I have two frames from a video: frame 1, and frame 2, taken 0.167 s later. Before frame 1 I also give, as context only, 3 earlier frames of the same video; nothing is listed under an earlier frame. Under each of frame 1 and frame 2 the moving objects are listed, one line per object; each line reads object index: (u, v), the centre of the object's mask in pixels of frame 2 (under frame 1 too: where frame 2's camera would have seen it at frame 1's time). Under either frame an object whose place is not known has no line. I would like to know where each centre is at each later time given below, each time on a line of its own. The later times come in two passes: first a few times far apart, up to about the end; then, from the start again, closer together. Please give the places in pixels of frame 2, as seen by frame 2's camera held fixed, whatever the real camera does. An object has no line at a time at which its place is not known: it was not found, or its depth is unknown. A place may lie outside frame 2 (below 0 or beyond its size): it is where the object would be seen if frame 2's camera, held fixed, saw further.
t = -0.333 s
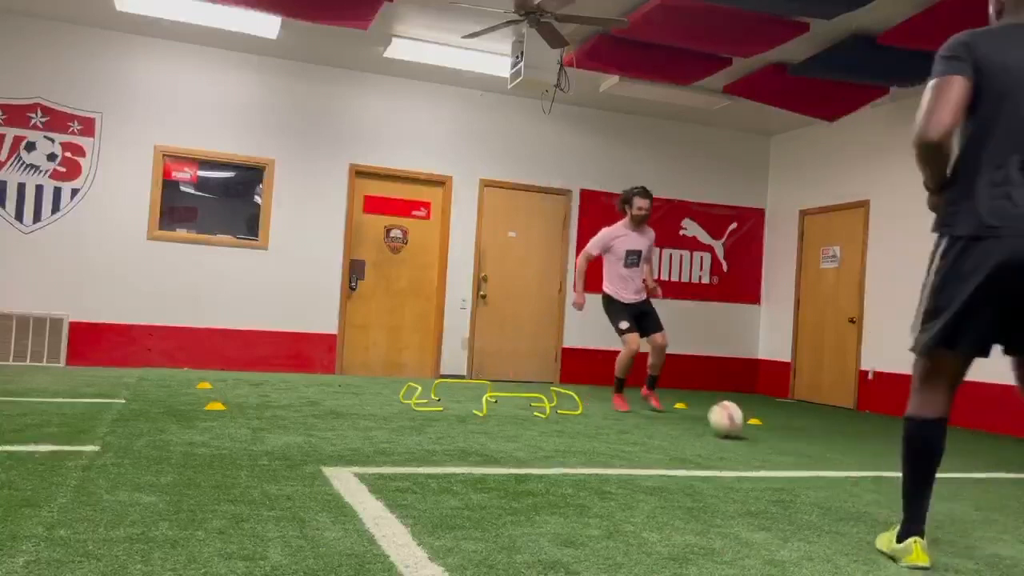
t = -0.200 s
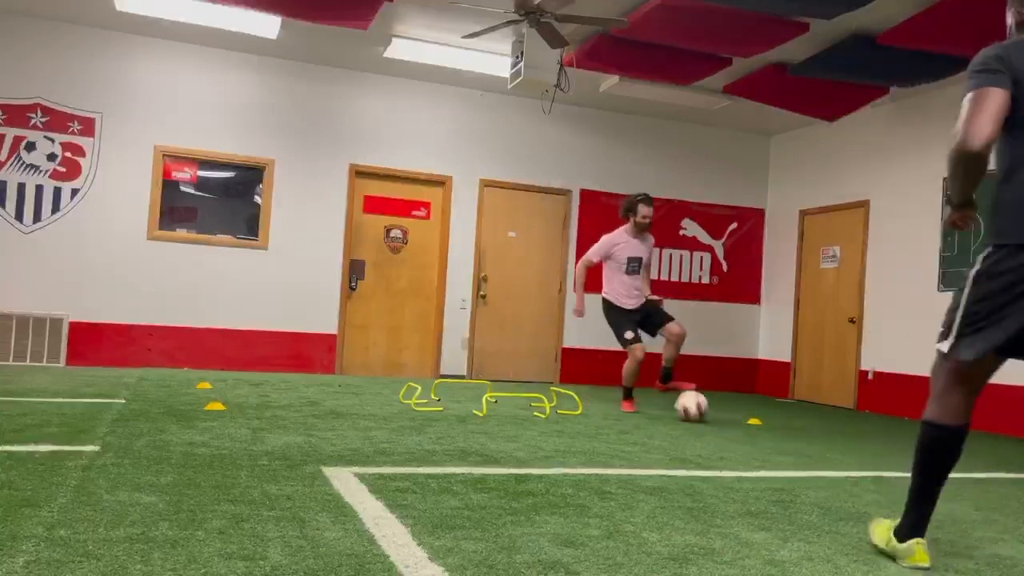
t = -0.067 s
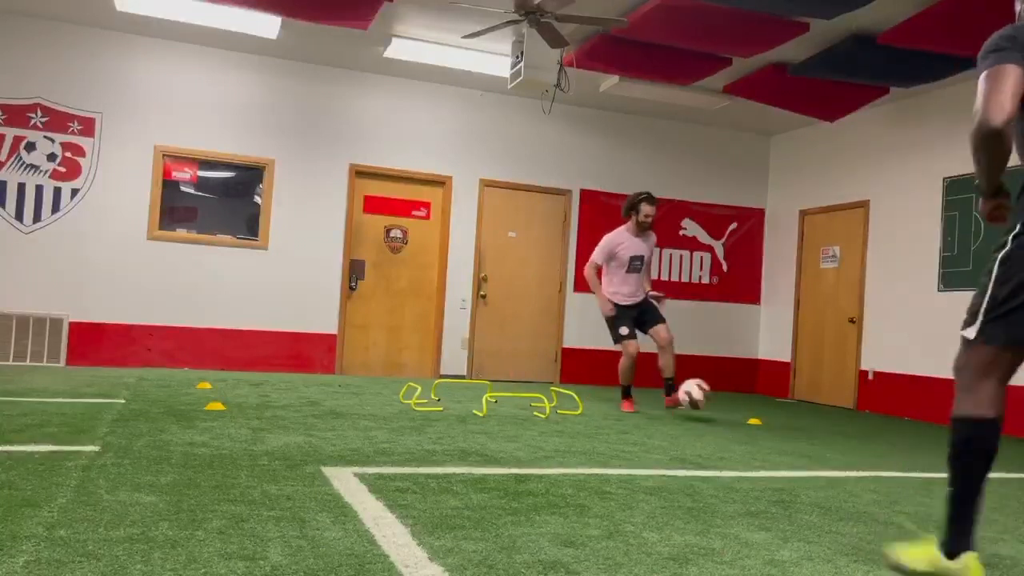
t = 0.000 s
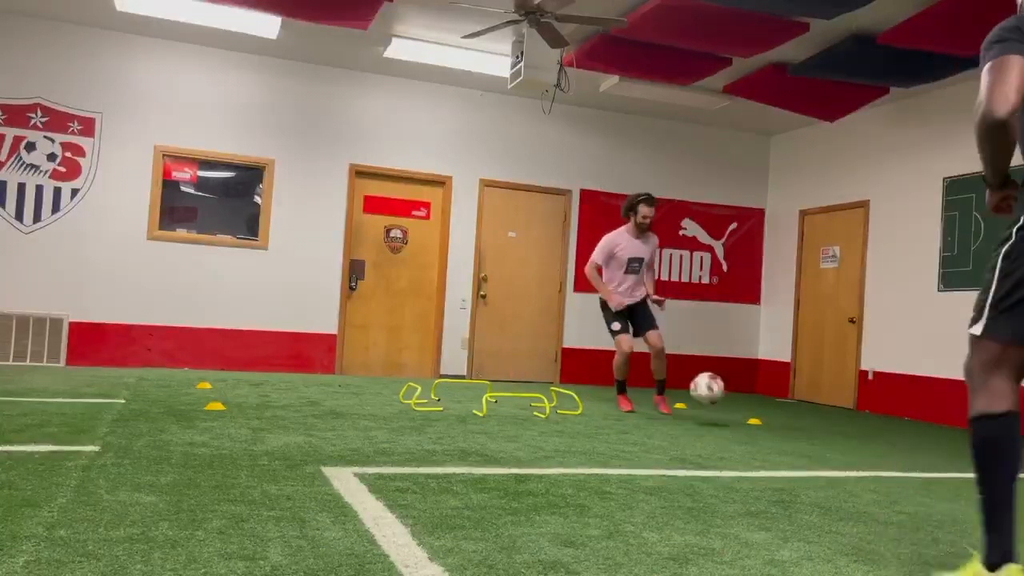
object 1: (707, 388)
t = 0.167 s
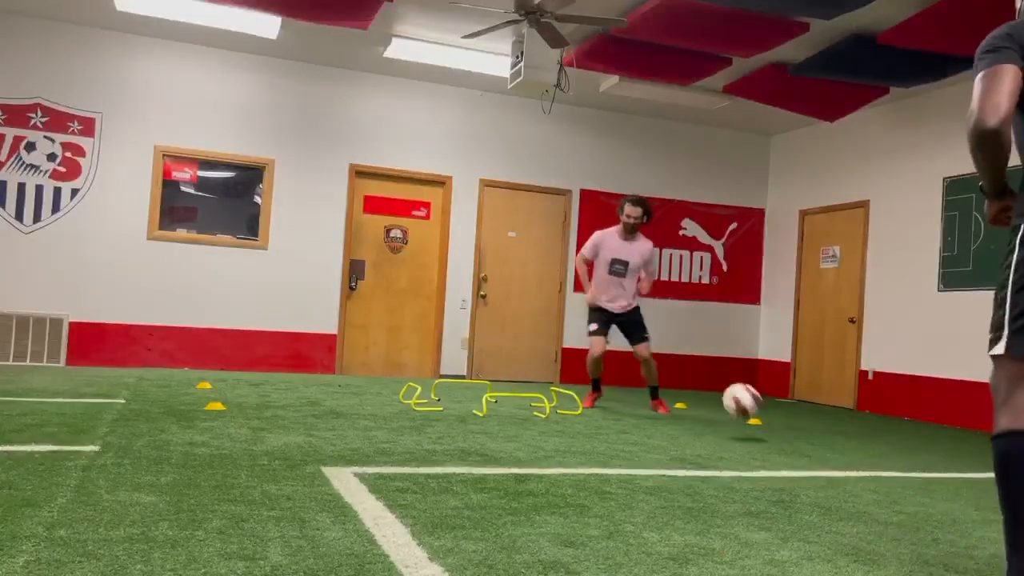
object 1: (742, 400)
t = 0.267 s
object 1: (767, 431)
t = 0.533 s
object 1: (837, 442)
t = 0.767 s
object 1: (937, 473)
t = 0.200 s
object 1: (750, 410)
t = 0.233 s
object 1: (757, 421)
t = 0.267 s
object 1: (767, 431)
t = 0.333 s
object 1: (782, 421)
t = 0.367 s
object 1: (790, 419)
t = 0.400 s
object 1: (800, 419)
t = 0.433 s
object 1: (810, 422)
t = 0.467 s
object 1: (819, 426)
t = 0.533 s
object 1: (837, 442)
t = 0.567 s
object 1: (849, 455)
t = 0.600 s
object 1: (862, 465)
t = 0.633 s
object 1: (875, 462)
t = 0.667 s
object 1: (890, 461)
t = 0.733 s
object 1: (919, 466)
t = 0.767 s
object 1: (937, 473)
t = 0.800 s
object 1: (955, 484)
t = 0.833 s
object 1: (973, 502)
